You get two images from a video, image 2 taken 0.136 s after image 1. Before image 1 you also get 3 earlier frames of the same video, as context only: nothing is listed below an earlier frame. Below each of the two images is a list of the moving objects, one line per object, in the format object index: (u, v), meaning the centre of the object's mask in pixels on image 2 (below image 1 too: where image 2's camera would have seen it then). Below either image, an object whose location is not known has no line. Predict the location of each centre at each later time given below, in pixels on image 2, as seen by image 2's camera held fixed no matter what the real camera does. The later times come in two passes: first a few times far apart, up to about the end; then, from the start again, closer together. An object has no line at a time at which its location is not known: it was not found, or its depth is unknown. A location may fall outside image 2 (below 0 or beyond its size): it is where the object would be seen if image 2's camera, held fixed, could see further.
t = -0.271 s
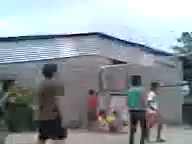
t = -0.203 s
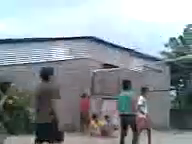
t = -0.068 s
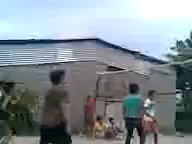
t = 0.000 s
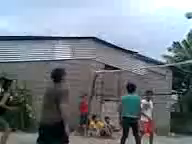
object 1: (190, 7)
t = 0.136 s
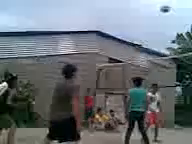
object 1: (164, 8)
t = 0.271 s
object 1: (135, 18)
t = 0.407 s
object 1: (103, 37)
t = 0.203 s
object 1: (149, 12)
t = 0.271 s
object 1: (135, 18)
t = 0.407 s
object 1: (103, 37)
